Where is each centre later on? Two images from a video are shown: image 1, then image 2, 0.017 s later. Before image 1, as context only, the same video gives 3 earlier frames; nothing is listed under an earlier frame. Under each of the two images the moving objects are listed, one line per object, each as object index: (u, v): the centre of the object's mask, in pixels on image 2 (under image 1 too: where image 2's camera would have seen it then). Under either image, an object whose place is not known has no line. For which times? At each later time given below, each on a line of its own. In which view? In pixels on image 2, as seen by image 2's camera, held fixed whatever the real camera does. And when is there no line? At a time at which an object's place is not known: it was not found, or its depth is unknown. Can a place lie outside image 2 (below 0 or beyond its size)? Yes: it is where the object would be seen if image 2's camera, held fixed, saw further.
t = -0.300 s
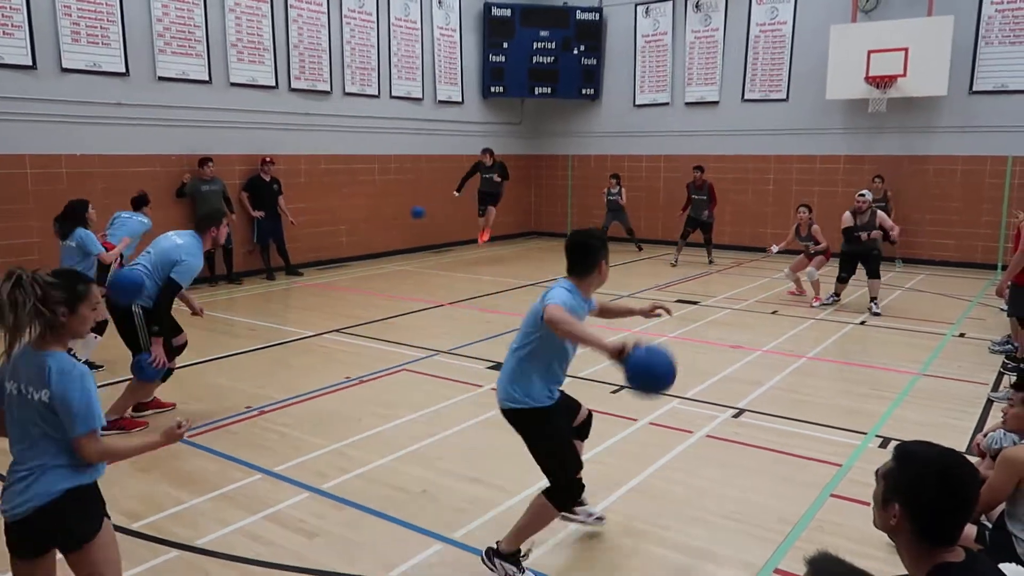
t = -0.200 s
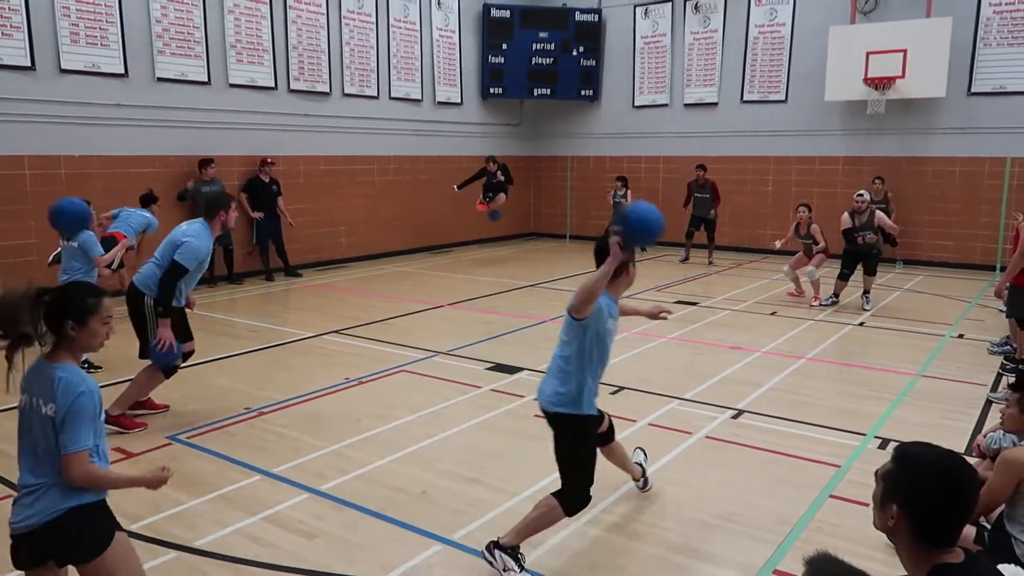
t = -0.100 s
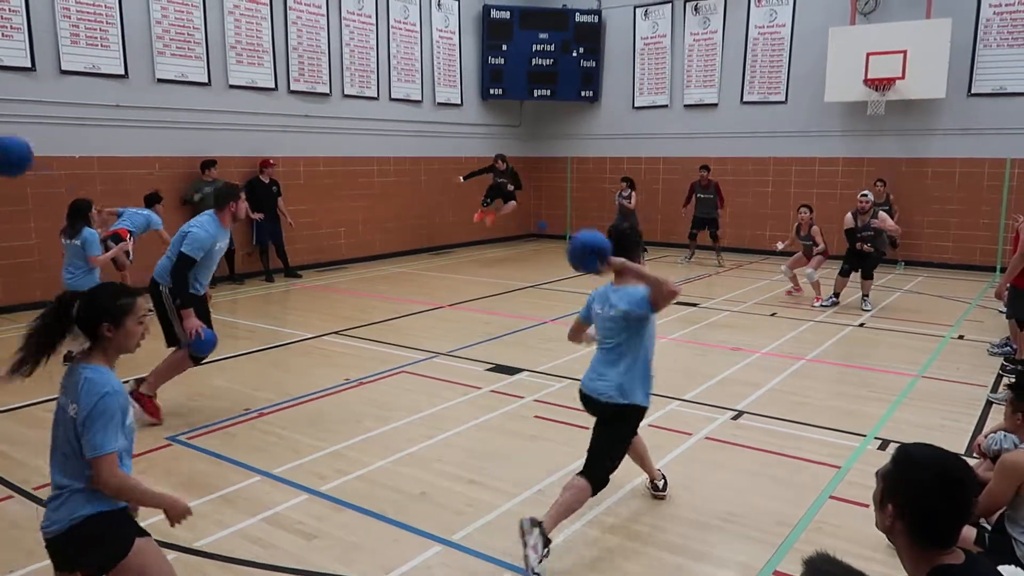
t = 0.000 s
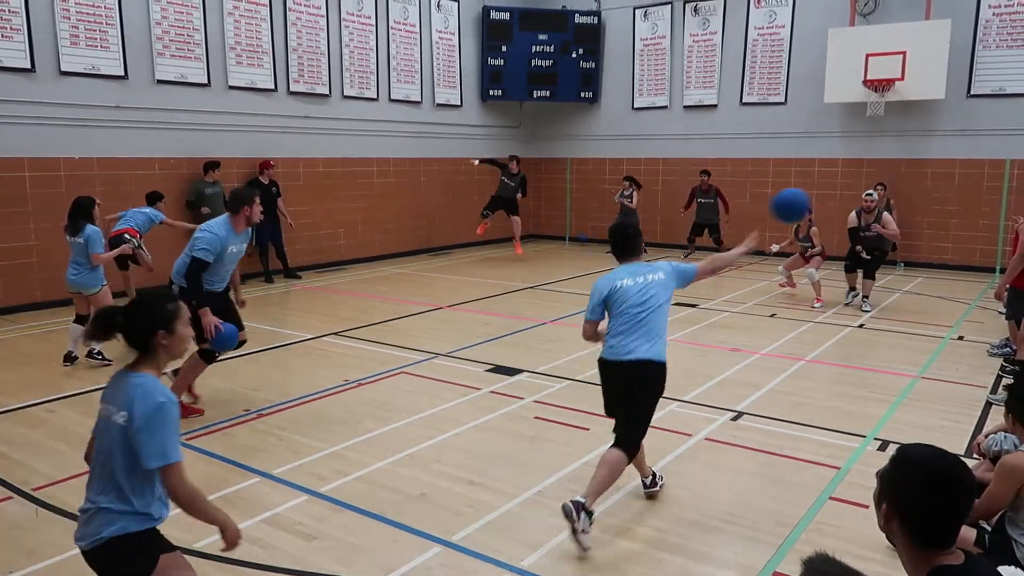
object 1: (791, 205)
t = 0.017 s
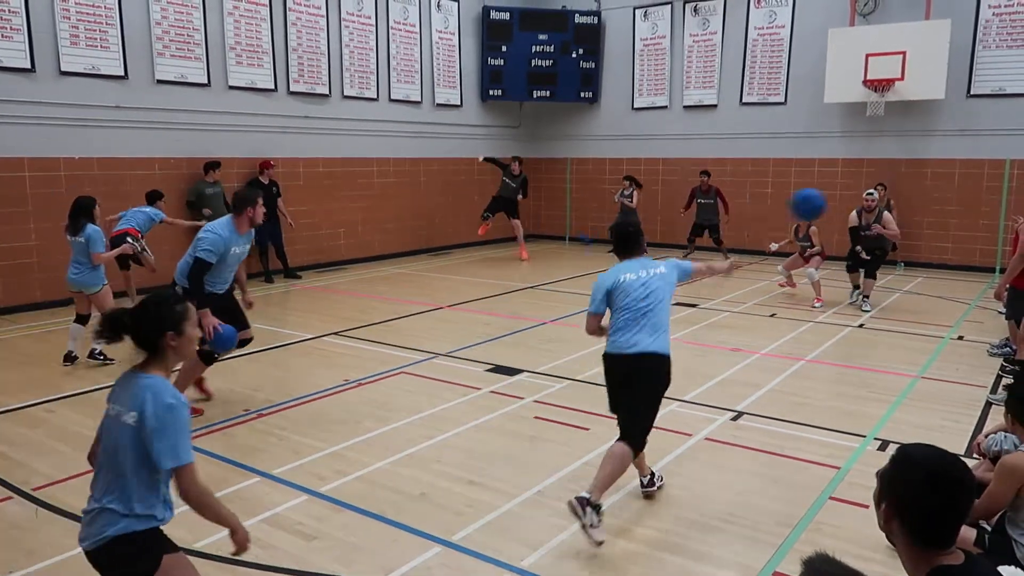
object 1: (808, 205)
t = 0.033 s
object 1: (822, 205)
